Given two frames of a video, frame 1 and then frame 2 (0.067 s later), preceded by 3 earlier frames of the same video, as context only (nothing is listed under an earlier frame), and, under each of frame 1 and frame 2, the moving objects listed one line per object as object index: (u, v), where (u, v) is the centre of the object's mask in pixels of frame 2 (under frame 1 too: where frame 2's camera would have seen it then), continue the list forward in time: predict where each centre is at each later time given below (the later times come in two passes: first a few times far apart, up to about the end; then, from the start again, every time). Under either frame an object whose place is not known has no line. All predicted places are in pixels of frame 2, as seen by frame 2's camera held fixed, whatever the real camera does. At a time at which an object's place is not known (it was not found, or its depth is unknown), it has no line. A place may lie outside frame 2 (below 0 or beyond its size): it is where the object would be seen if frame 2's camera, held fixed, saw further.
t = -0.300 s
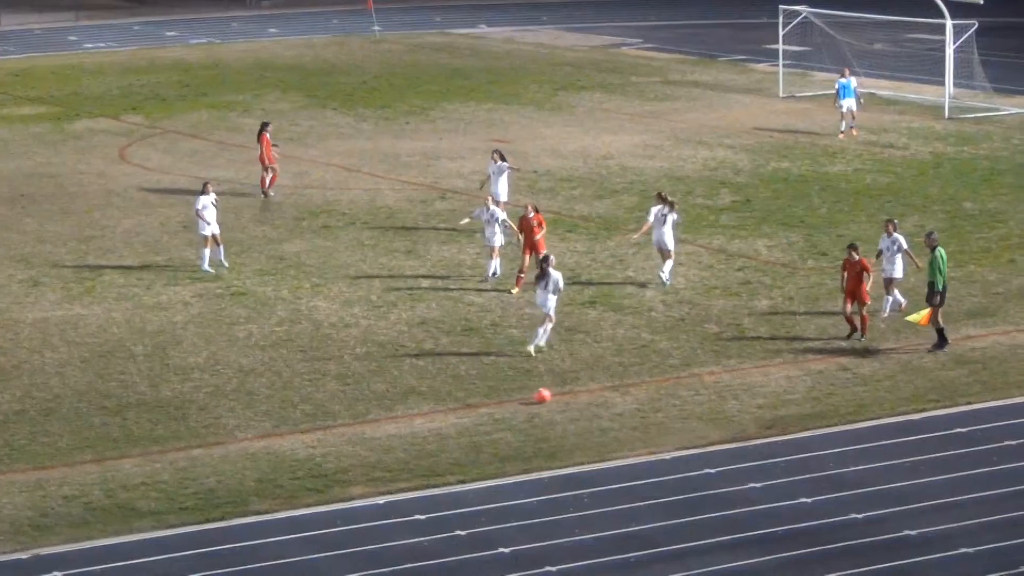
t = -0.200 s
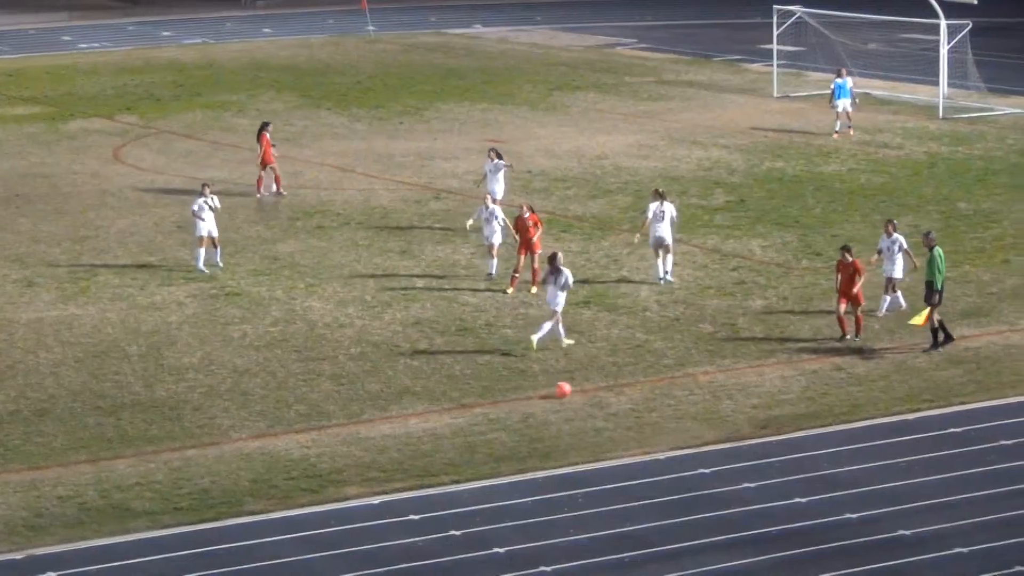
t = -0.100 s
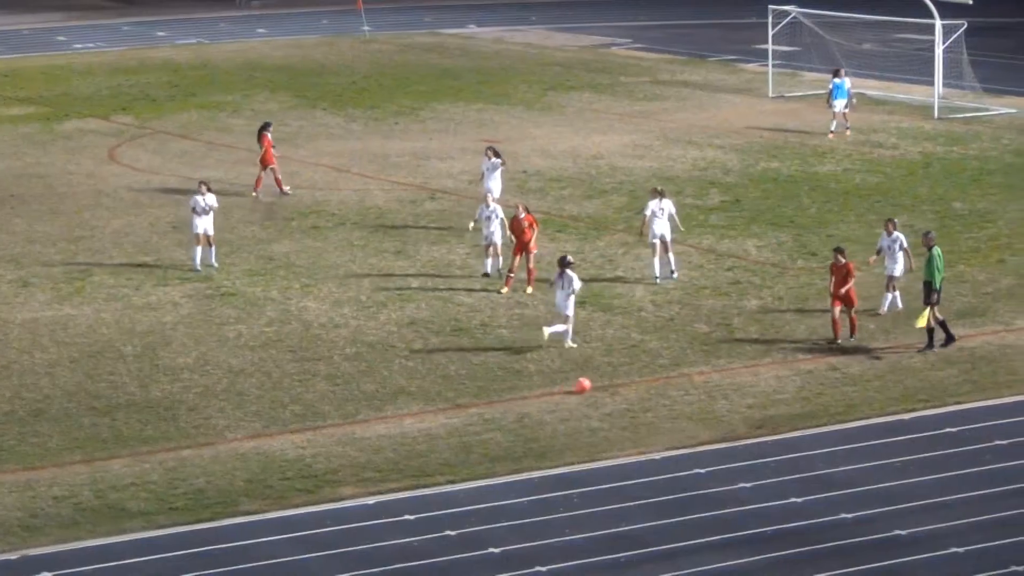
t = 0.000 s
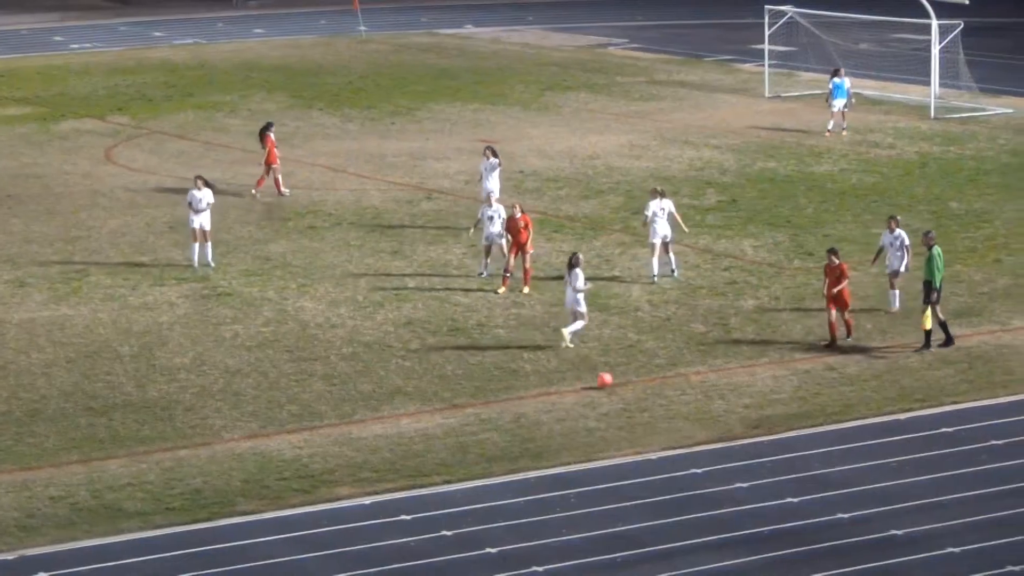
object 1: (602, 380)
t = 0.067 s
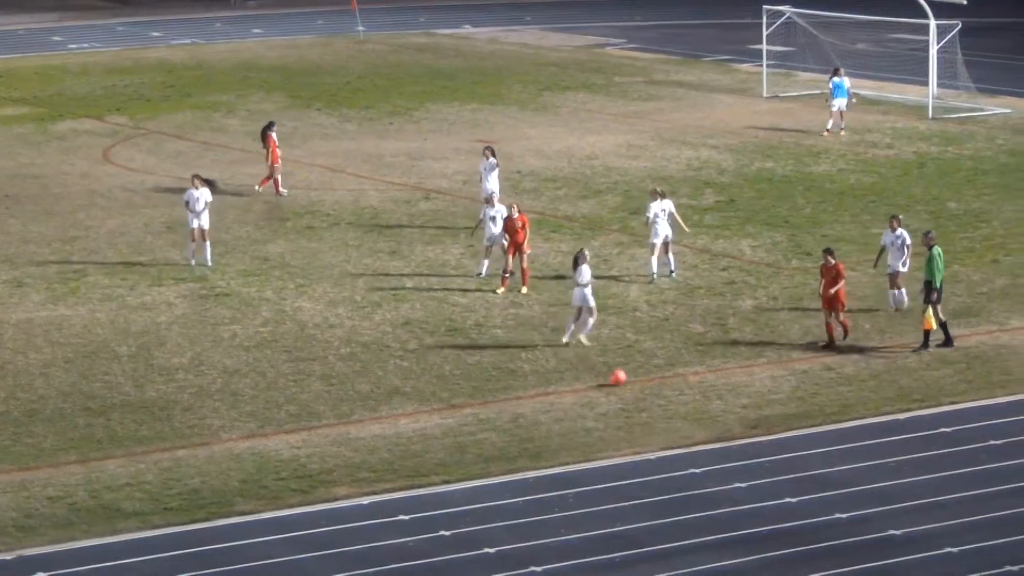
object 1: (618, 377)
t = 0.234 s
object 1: (658, 371)
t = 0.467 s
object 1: (710, 361)
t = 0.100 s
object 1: (626, 377)
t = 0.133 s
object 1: (634, 375)
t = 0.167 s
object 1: (642, 373)
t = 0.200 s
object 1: (650, 372)
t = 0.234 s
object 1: (658, 371)
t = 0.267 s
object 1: (664, 369)
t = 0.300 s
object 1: (673, 367)
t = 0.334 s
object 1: (680, 366)
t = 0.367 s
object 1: (688, 366)
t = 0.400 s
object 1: (695, 364)
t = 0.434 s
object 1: (703, 362)
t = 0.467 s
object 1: (710, 361)
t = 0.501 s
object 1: (717, 360)
